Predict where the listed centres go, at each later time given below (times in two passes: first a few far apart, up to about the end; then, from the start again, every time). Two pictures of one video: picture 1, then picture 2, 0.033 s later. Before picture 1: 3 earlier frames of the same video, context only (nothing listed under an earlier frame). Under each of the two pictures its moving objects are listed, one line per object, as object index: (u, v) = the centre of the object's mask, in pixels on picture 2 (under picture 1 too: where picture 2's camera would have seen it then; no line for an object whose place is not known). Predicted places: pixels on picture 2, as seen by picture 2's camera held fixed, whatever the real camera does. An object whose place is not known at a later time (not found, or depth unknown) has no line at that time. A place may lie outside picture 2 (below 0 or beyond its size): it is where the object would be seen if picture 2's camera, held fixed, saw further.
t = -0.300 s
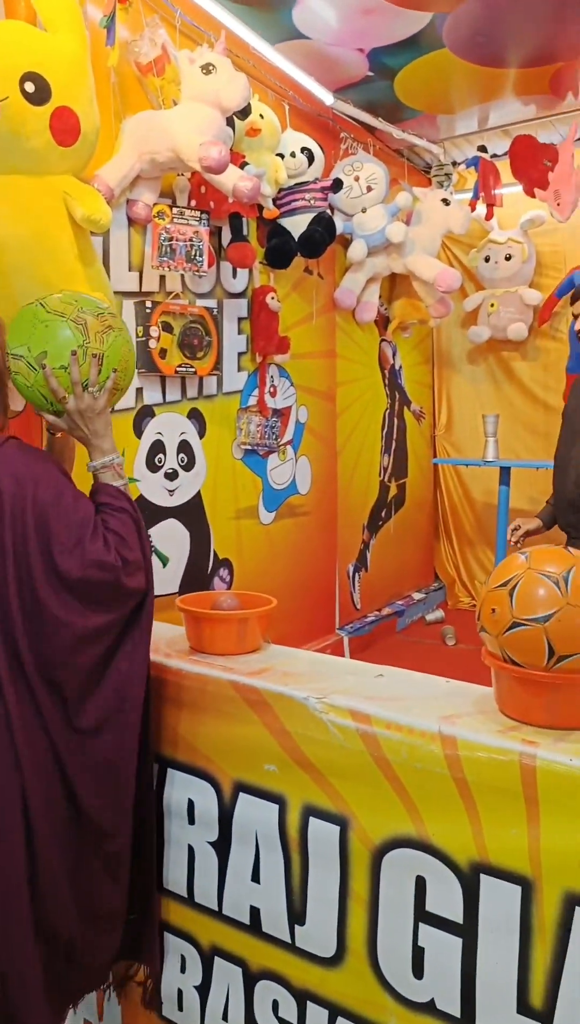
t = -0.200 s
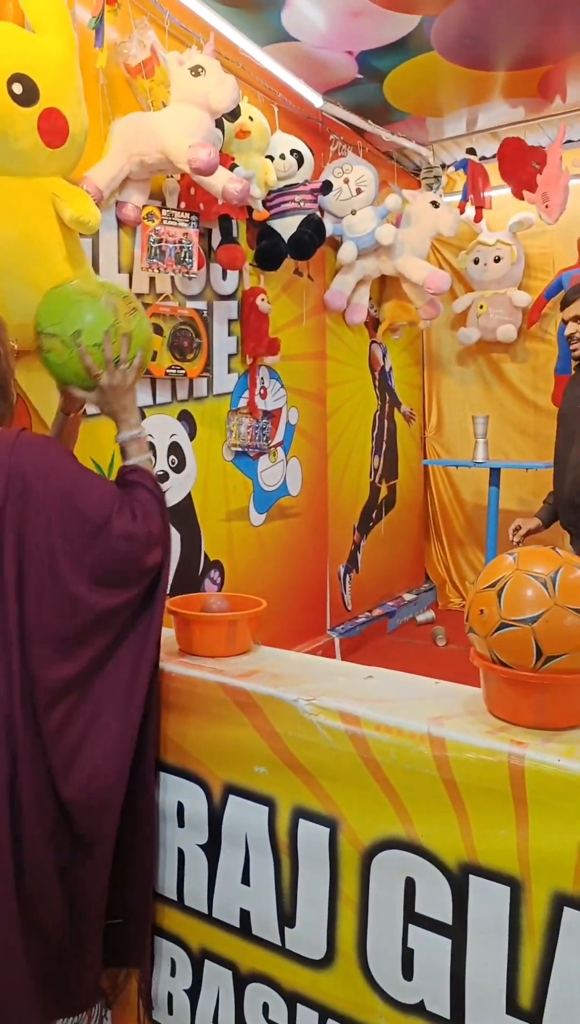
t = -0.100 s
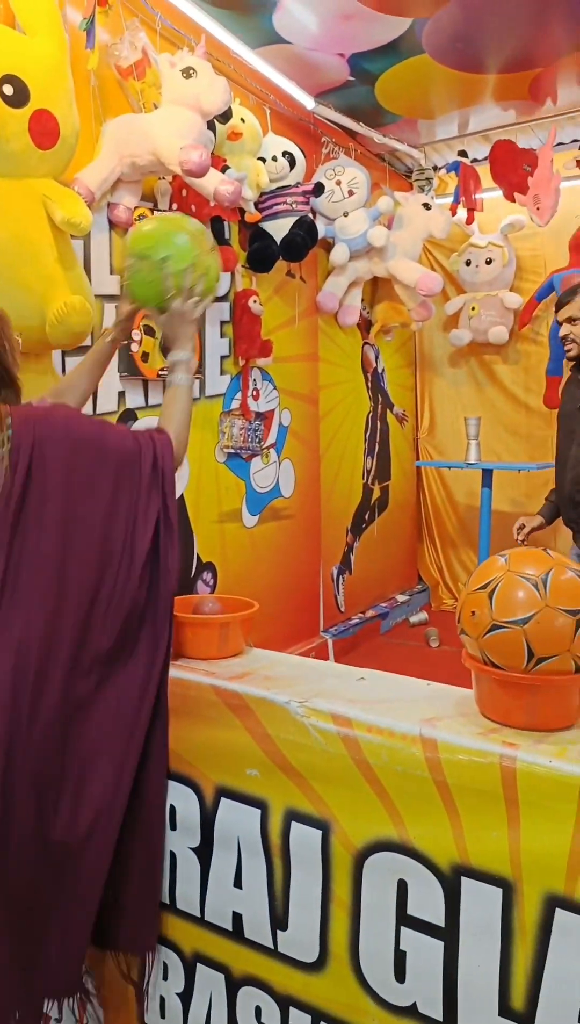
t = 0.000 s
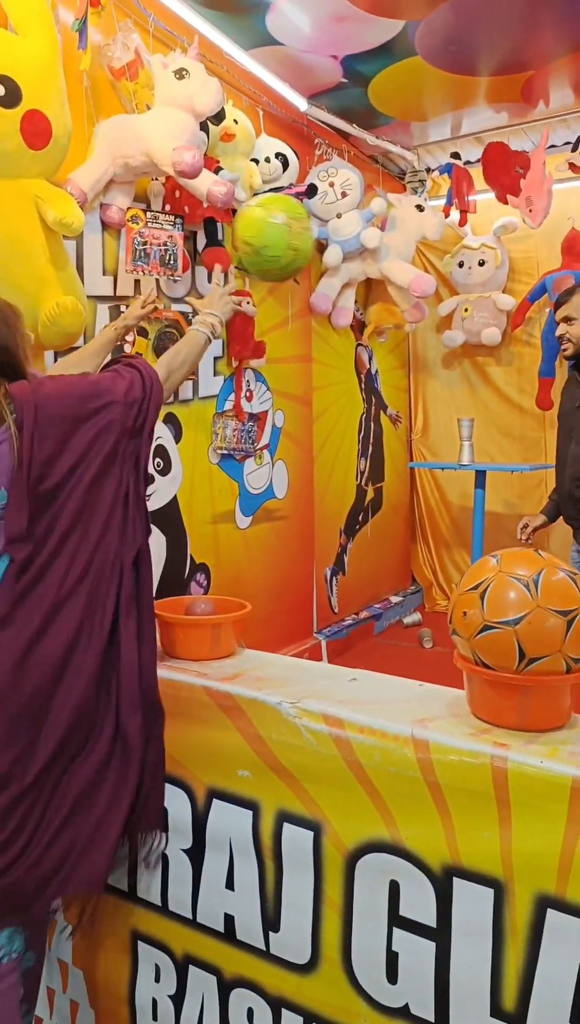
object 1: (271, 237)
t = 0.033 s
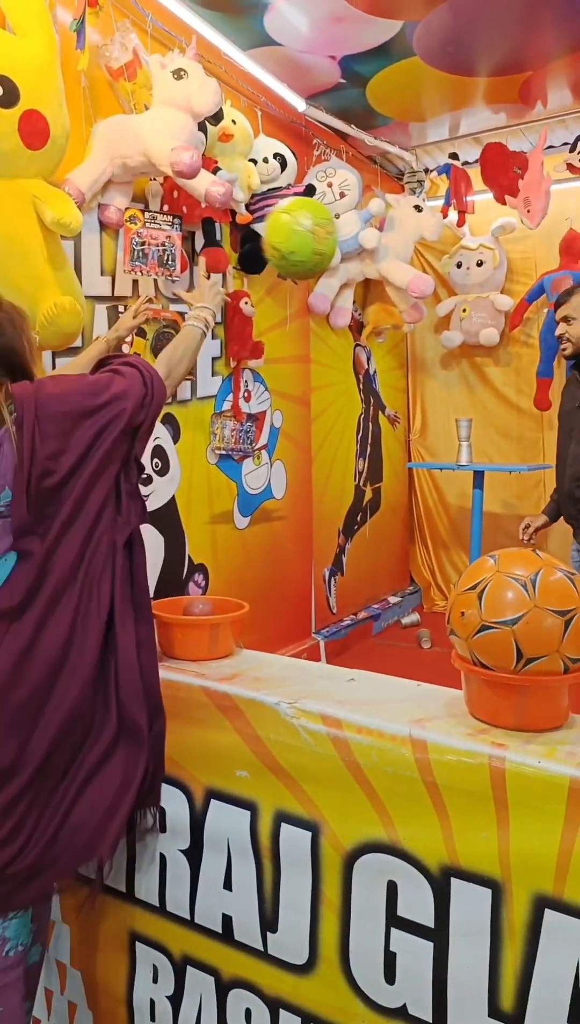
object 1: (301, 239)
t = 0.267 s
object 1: (433, 318)
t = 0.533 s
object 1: (504, 429)
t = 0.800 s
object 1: (533, 402)
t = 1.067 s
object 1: (527, 437)
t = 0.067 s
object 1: (326, 243)
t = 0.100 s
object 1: (348, 249)
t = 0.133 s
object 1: (370, 259)
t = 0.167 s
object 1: (388, 271)
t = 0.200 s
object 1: (405, 286)
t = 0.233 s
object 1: (420, 301)
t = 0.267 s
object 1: (433, 318)
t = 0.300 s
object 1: (446, 337)
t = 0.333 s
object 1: (457, 355)
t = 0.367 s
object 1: (467, 374)
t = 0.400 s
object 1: (477, 396)
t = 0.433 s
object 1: (485, 418)
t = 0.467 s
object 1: (493, 440)
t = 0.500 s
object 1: (499, 440)
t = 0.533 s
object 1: (504, 429)
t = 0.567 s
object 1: (509, 418)
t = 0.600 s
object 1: (514, 410)
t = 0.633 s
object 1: (519, 404)
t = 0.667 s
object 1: (522, 401)
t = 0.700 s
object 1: (526, 399)
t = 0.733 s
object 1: (529, 399)
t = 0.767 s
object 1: (531, 399)
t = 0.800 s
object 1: (533, 402)
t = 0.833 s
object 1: (535, 407)
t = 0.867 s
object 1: (536, 412)
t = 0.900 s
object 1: (537, 419)
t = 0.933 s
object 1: (536, 421)
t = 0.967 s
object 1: (533, 423)
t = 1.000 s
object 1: (532, 426)
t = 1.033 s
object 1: (529, 430)
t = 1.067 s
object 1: (527, 437)
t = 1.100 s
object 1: (524, 446)
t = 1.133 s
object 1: (522, 453)
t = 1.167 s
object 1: (519, 472)
